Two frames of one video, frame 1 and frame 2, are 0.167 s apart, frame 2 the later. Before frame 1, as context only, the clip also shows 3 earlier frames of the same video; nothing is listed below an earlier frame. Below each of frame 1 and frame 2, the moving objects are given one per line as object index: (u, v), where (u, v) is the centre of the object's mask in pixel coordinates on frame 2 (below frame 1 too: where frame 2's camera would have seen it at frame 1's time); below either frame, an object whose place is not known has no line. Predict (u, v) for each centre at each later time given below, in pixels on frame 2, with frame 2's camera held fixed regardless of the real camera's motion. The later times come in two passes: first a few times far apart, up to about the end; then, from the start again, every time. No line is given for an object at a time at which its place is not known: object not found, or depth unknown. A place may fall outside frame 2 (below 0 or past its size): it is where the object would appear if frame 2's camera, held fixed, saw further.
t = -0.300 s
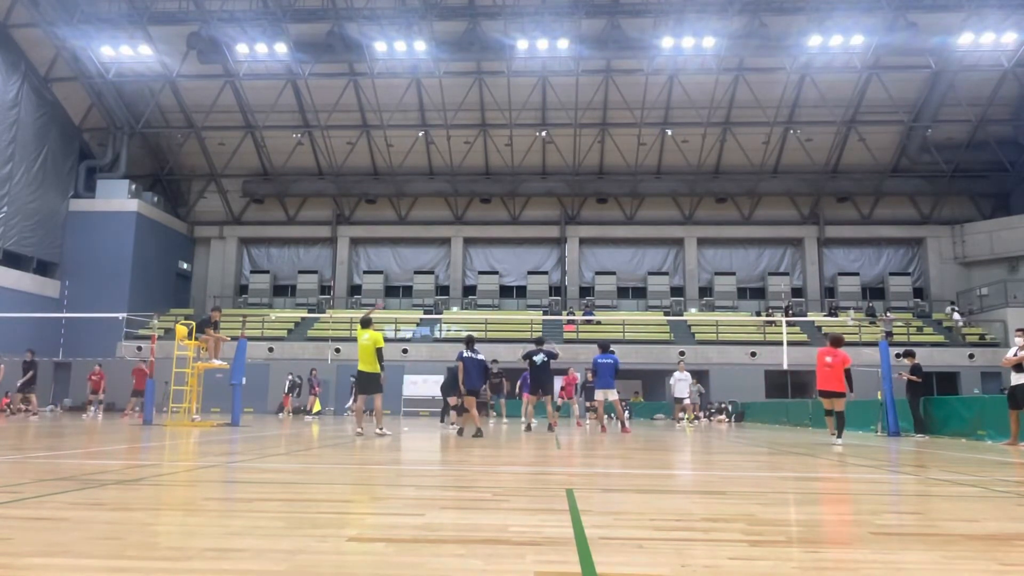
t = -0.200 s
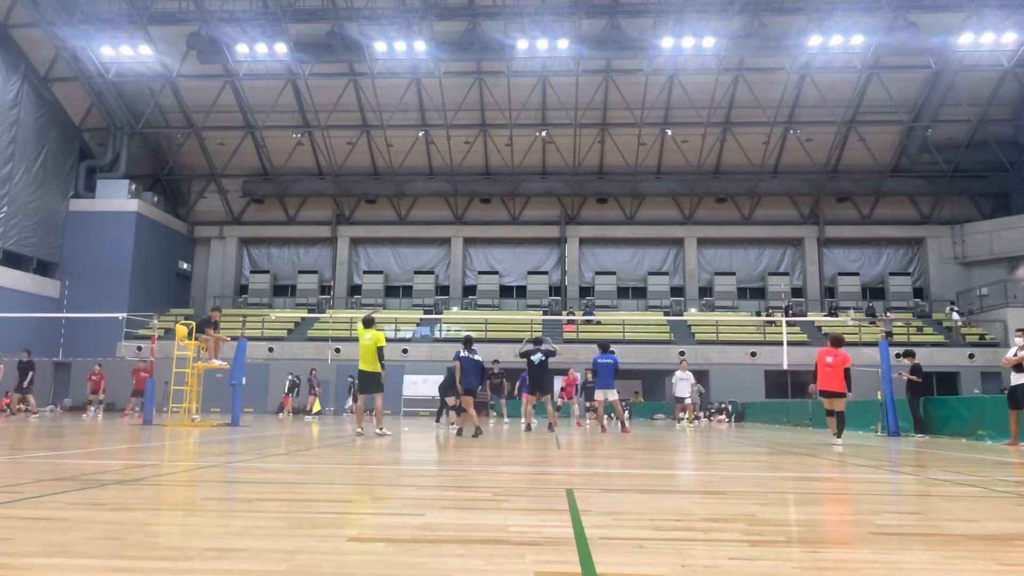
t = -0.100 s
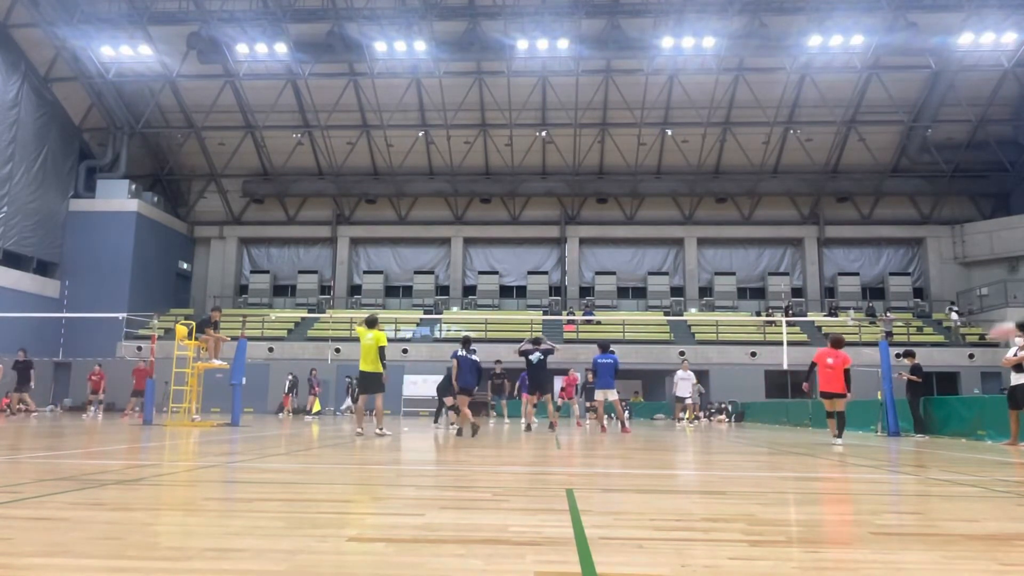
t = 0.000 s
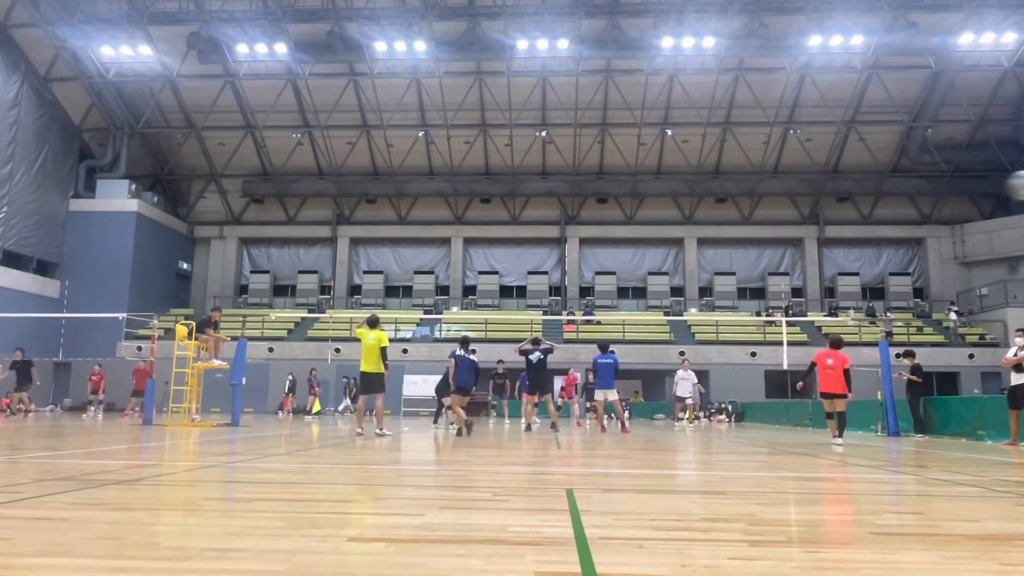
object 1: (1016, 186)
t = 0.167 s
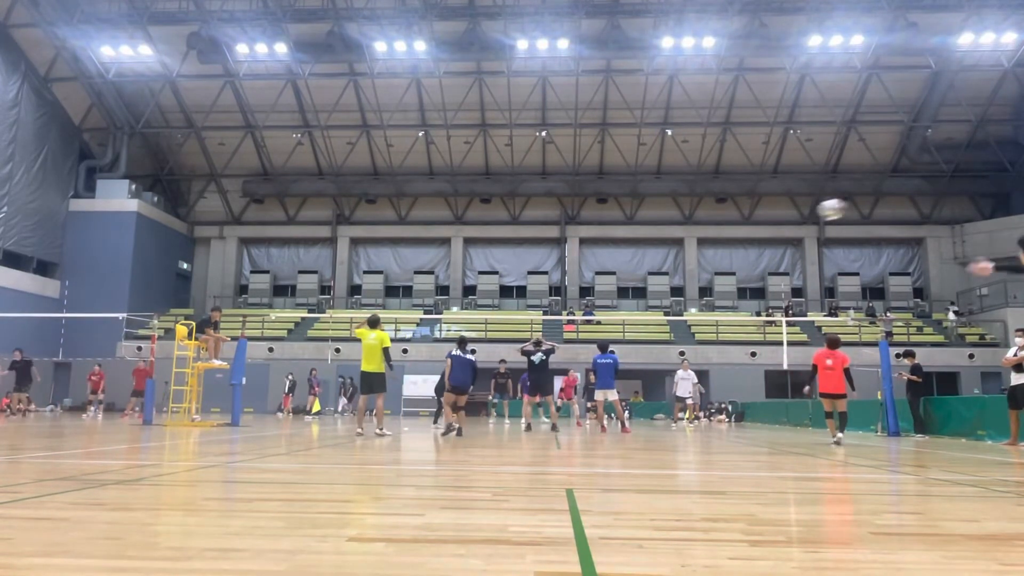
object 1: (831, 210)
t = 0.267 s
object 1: (767, 230)
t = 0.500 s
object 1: (676, 284)
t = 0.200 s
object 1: (807, 216)
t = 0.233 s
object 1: (786, 222)
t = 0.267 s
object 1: (767, 230)
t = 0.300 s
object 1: (750, 237)
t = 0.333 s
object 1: (735, 244)
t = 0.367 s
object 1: (721, 252)
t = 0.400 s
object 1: (708, 260)
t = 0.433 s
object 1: (697, 268)
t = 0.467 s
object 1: (686, 276)
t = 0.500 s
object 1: (676, 284)
